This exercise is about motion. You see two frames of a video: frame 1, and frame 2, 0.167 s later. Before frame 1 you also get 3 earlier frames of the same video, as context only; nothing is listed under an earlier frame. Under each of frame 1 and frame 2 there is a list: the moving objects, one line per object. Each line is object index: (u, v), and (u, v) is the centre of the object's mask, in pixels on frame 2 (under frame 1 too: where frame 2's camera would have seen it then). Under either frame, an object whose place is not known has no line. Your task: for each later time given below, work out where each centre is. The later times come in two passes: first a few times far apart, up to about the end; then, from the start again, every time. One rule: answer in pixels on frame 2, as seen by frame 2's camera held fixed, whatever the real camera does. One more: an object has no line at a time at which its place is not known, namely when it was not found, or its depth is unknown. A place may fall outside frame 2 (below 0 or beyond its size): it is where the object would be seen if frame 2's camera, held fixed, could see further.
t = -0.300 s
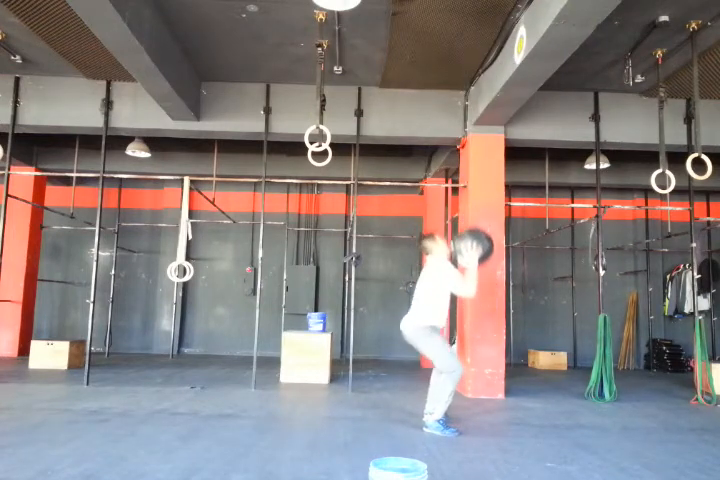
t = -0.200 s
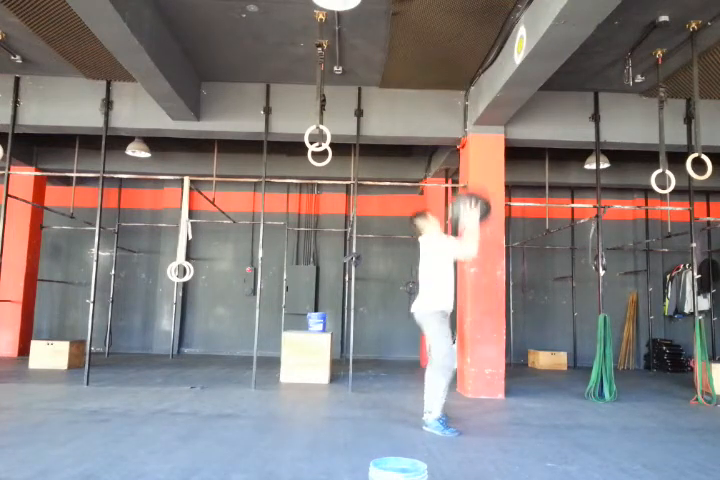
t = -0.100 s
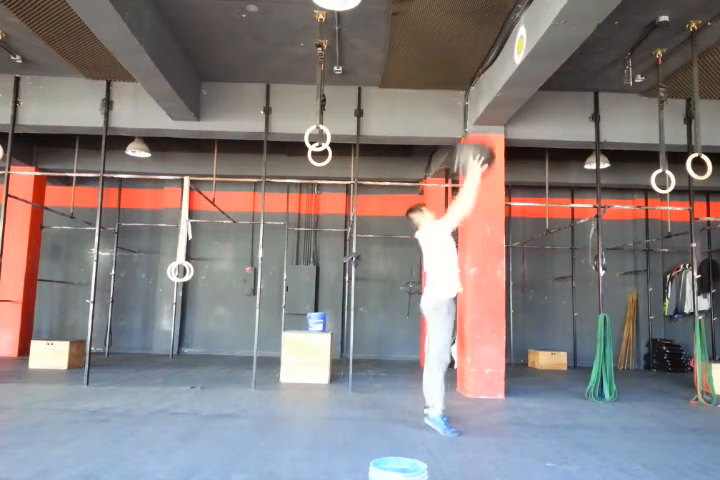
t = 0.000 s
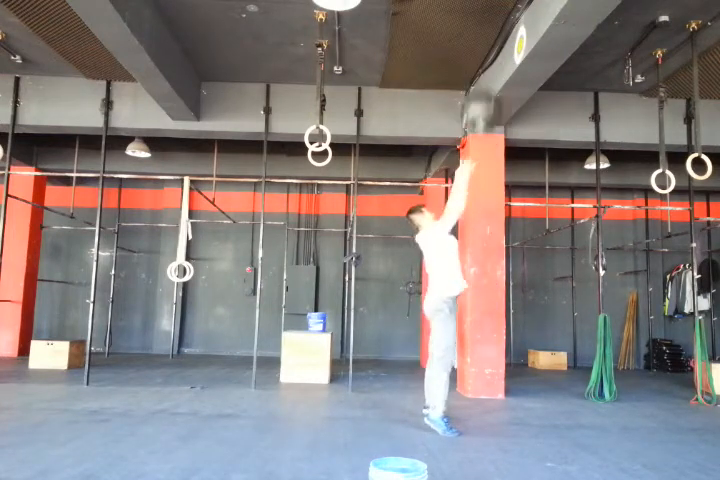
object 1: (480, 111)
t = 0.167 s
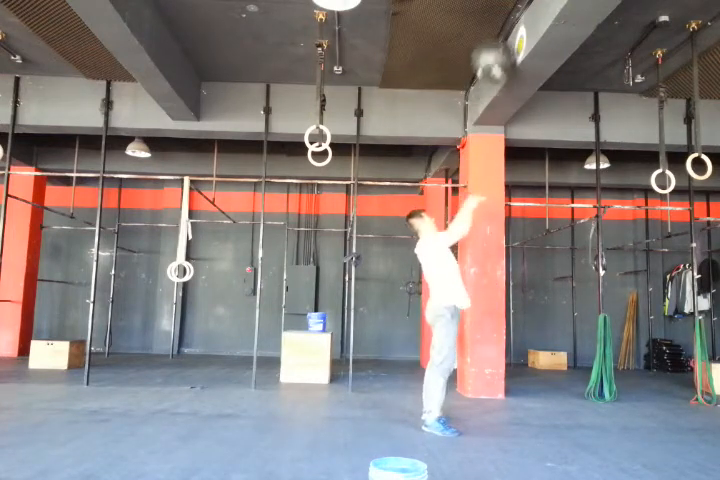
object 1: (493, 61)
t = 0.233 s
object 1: (498, 49)
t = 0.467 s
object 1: (495, 47)
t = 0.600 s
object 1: (488, 72)
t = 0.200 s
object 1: (495, 53)
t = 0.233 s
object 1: (498, 49)
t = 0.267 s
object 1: (500, 45)
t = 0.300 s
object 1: (501, 42)
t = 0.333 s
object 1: (501, 42)
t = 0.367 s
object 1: (499, 42)
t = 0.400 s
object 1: (497, 42)
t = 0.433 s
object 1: (496, 44)
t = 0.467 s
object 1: (495, 47)
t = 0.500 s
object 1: (494, 52)
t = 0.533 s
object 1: (492, 58)
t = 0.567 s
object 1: (491, 65)
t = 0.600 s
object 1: (488, 72)
